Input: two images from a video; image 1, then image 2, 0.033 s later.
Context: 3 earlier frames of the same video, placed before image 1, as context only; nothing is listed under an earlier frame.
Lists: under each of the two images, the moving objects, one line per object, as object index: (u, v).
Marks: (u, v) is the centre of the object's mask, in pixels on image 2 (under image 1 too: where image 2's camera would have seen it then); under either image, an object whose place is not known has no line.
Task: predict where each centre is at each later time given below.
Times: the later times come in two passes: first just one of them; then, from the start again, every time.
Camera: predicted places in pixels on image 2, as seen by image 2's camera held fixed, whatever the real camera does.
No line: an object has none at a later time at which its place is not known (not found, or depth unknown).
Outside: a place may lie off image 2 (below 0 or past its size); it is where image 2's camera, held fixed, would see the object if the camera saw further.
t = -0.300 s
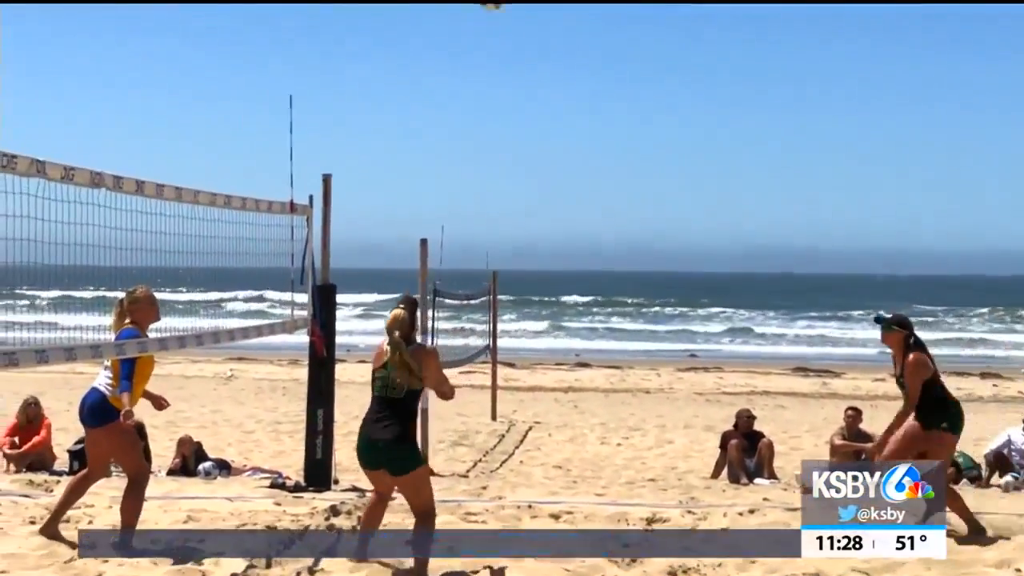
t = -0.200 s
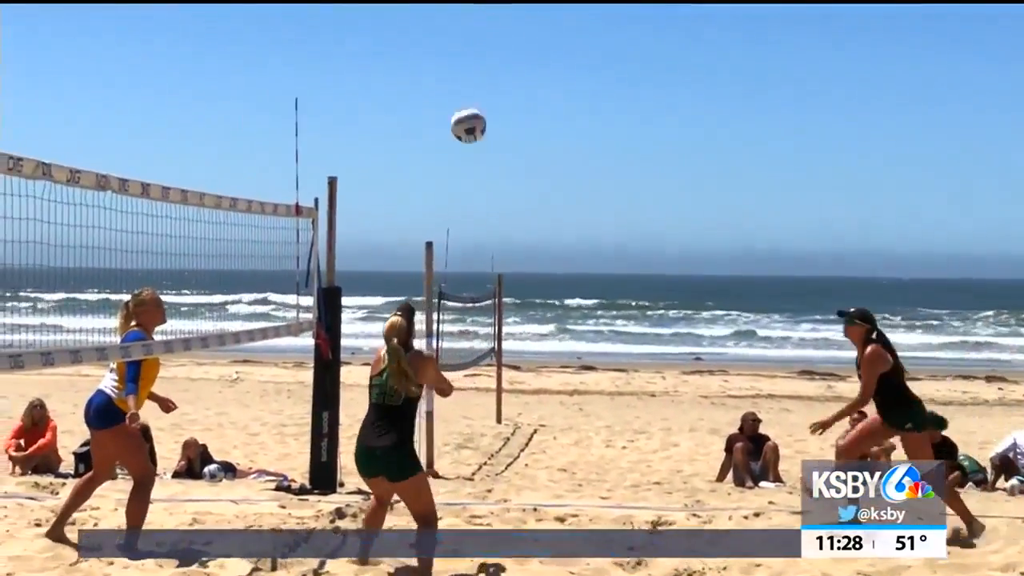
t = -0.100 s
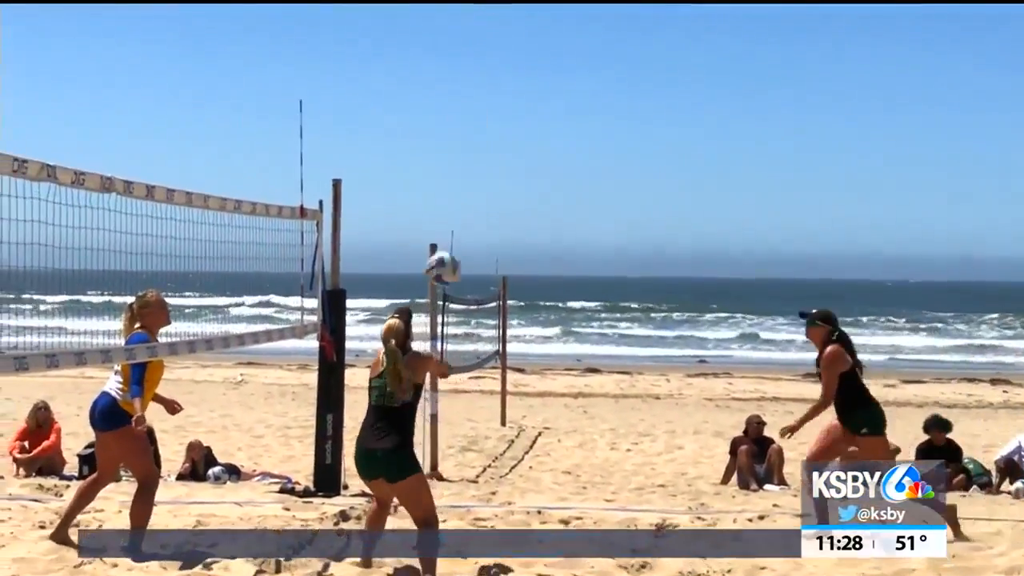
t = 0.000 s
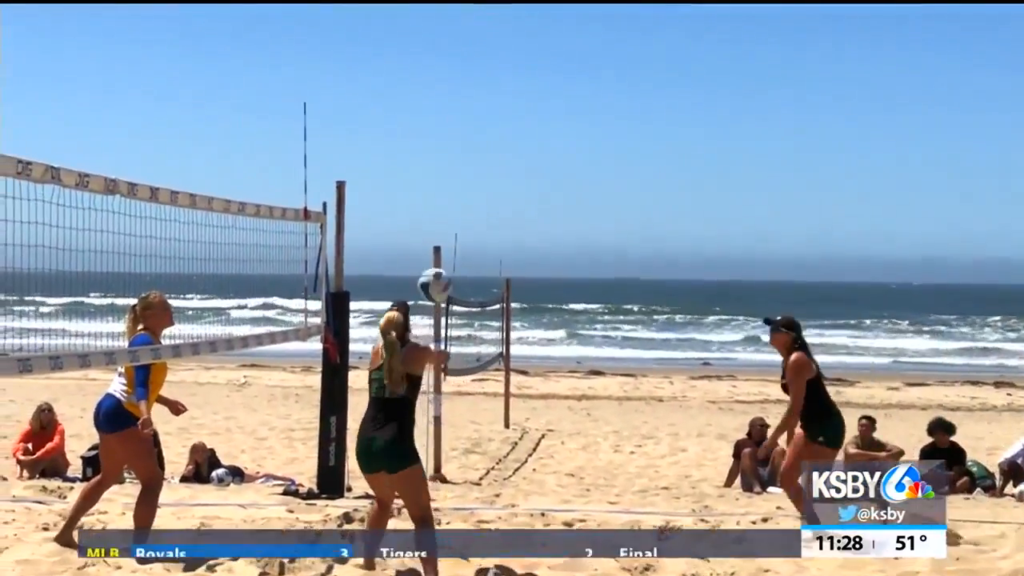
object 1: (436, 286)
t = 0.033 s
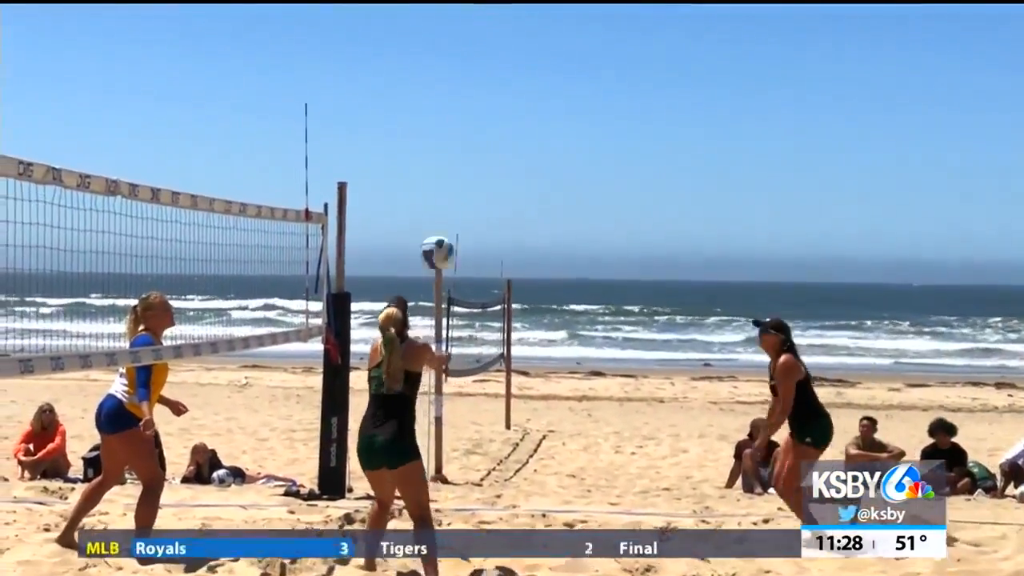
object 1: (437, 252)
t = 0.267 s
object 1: (442, 69)
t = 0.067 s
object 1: (437, 220)
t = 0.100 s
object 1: (438, 191)
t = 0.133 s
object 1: (439, 163)
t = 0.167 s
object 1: (439, 136)
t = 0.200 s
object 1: (440, 112)
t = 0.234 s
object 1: (441, 90)
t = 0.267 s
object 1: (442, 69)
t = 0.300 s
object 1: (442, 51)
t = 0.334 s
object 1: (442, 34)
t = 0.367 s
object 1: (443, 18)
